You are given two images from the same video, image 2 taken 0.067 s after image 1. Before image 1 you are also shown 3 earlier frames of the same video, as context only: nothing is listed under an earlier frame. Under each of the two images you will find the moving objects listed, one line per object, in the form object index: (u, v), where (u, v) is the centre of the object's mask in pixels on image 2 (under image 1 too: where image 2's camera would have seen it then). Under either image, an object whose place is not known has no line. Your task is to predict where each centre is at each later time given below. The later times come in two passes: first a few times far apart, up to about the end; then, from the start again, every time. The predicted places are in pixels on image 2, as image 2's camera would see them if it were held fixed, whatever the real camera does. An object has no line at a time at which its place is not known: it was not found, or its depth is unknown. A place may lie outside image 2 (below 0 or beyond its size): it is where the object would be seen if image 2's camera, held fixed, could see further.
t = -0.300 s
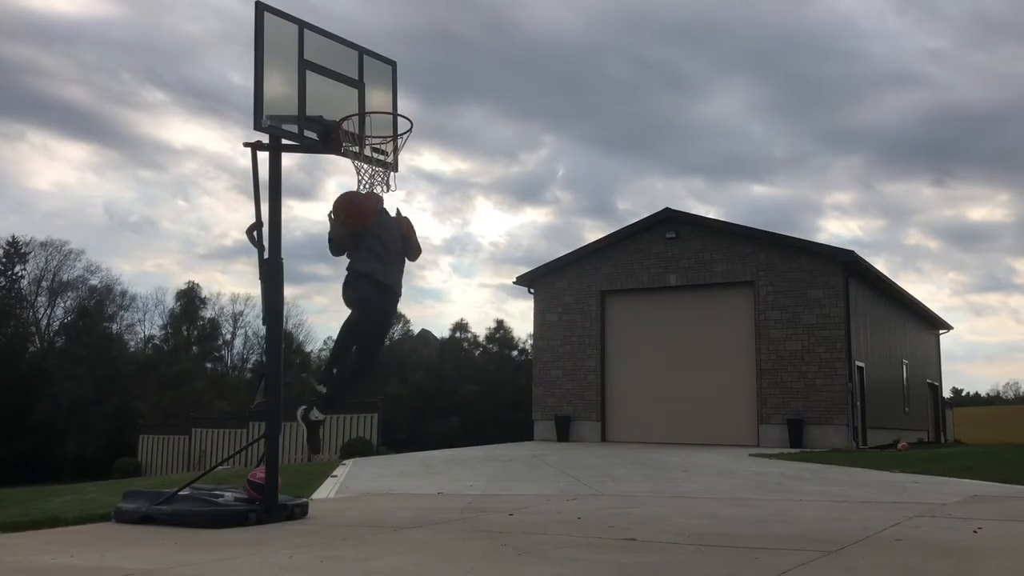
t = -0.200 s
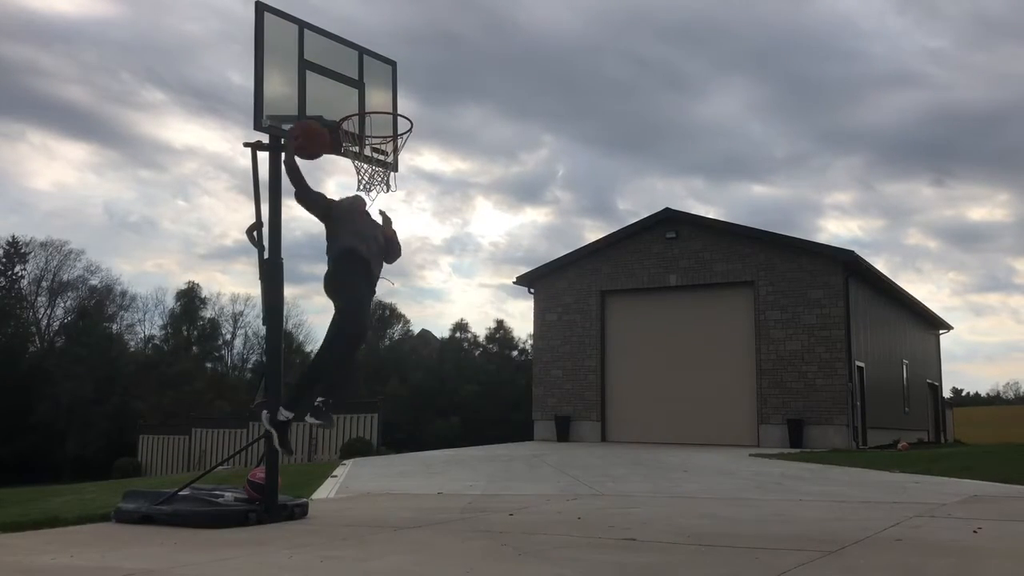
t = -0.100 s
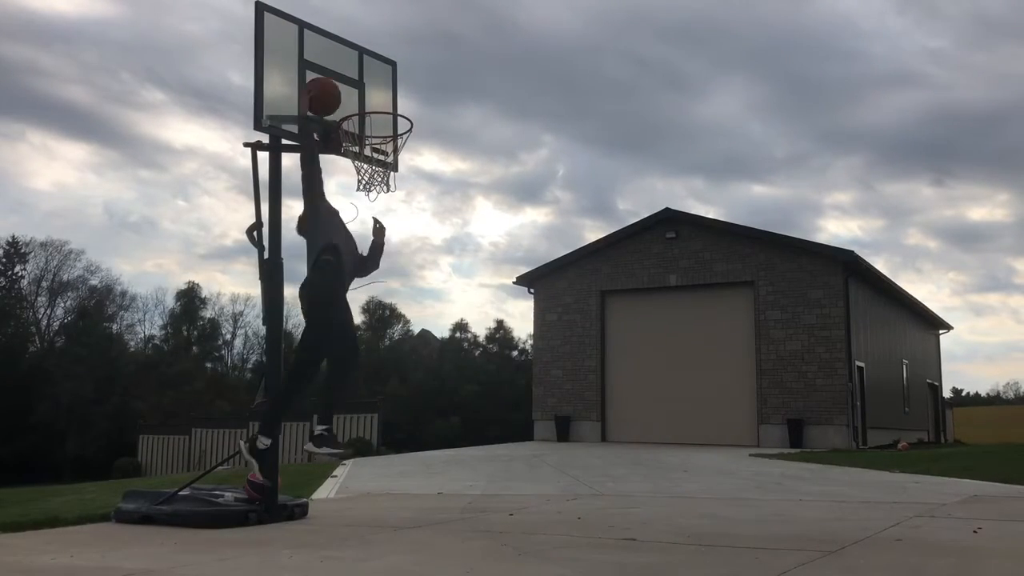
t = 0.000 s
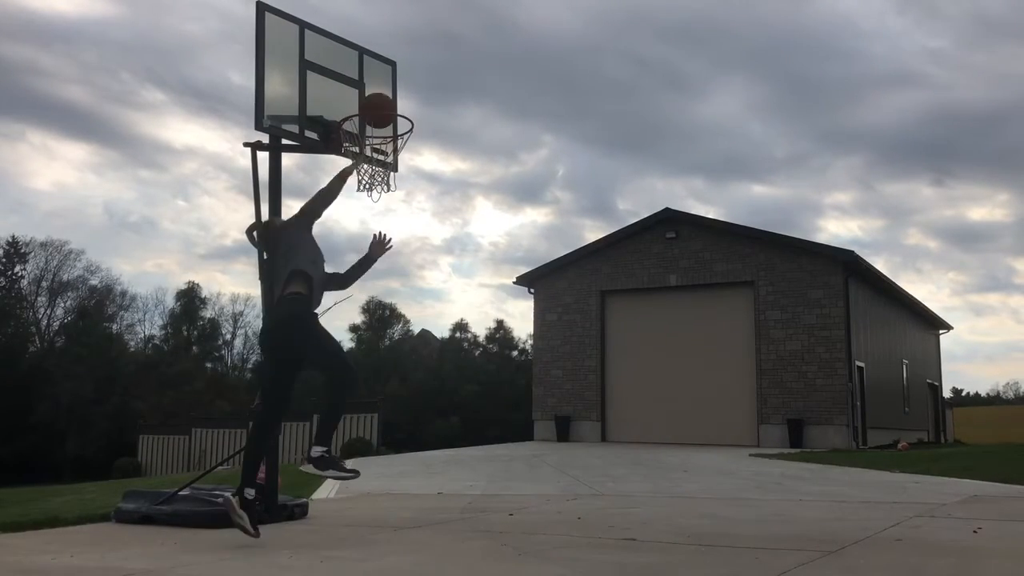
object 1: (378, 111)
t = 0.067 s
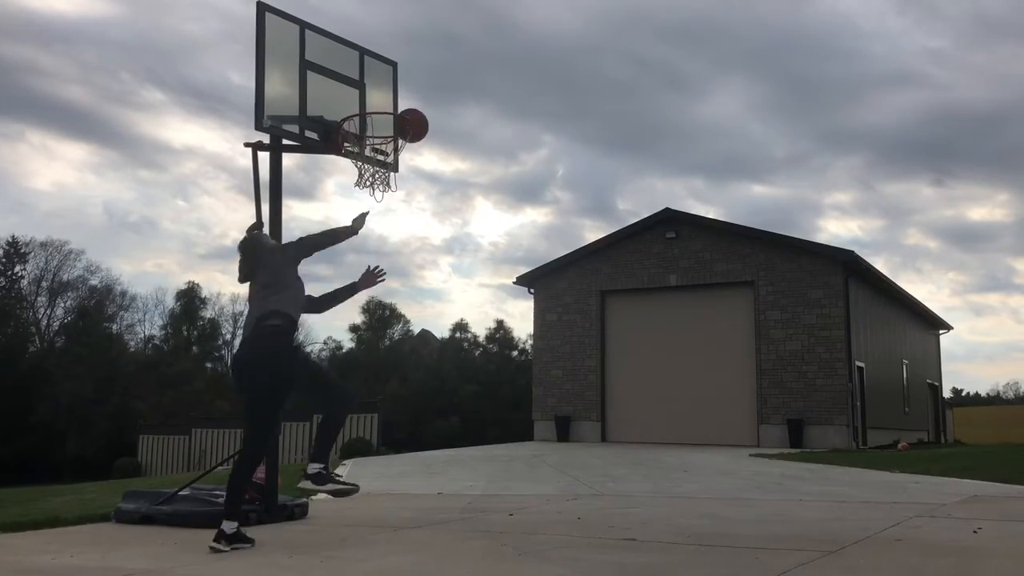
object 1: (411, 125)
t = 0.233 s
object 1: (480, 180)
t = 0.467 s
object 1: (555, 285)
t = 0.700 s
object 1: (614, 427)
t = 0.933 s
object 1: (626, 392)
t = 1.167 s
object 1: (623, 333)
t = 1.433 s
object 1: (621, 329)
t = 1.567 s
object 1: (620, 349)
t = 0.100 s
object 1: (426, 134)
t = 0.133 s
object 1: (441, 144)
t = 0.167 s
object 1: (455, 155)
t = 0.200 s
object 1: (468, 168)
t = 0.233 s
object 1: (480, 180)
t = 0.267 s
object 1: (492, 193)
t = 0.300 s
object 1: (504, 207)
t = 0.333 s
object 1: (515, 222)
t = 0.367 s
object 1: (526, 238)
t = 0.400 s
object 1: (536, 254)
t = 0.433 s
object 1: (546, 271)
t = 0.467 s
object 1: (555, 285)
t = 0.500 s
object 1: (564, 305)
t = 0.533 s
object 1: (575, 322)
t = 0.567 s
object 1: (581, 344)
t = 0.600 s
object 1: (591, 362)
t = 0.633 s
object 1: (599, 384)
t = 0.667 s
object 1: (607, 405)
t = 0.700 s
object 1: (614, 427)
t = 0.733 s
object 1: (622, 449)
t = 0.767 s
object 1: (629, 471)
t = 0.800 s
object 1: (628, 454)
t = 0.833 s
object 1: (628, 436)
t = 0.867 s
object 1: (627, 420)
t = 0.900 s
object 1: (627, 405)
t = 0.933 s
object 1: (626, 392)
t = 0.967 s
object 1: (626, 380)
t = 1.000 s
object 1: (625, 369)
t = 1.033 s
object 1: (625, 359)
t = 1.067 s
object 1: (624, 351)
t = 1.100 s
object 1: (624, 343)
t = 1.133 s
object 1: (623, 337)
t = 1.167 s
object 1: (623, 333)
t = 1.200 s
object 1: (623, 329)
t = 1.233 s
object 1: (622, 326)
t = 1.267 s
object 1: (622, 324)
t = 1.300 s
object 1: (622, 323)
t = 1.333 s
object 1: (622, 323)
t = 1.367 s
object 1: (621, 324)
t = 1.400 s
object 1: (621, 326)
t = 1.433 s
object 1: (621, 329)
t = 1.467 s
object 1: (621, 333)
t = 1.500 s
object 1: (620, 337)
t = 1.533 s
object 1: (620, 343)
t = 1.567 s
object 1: (620, 349)
